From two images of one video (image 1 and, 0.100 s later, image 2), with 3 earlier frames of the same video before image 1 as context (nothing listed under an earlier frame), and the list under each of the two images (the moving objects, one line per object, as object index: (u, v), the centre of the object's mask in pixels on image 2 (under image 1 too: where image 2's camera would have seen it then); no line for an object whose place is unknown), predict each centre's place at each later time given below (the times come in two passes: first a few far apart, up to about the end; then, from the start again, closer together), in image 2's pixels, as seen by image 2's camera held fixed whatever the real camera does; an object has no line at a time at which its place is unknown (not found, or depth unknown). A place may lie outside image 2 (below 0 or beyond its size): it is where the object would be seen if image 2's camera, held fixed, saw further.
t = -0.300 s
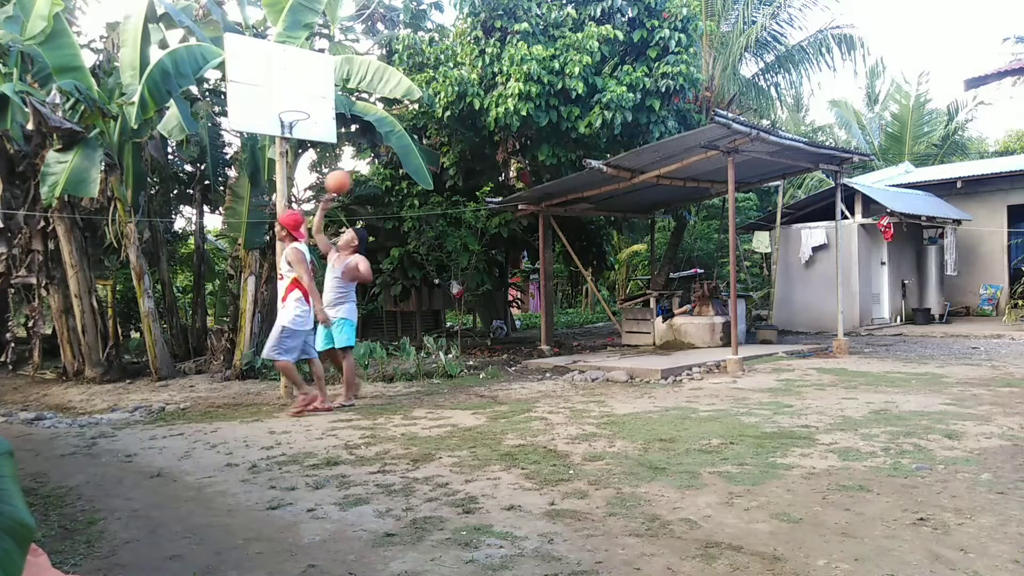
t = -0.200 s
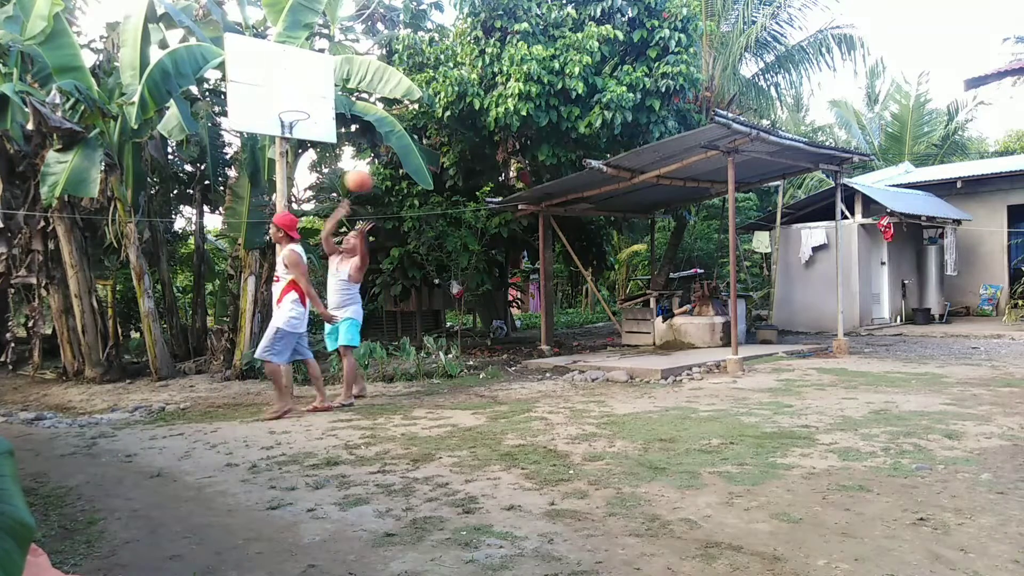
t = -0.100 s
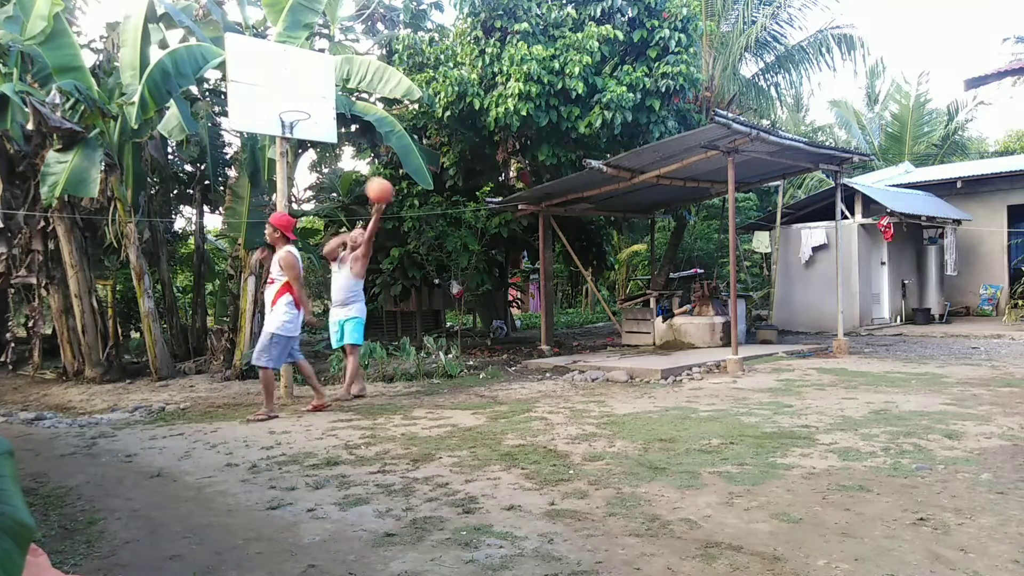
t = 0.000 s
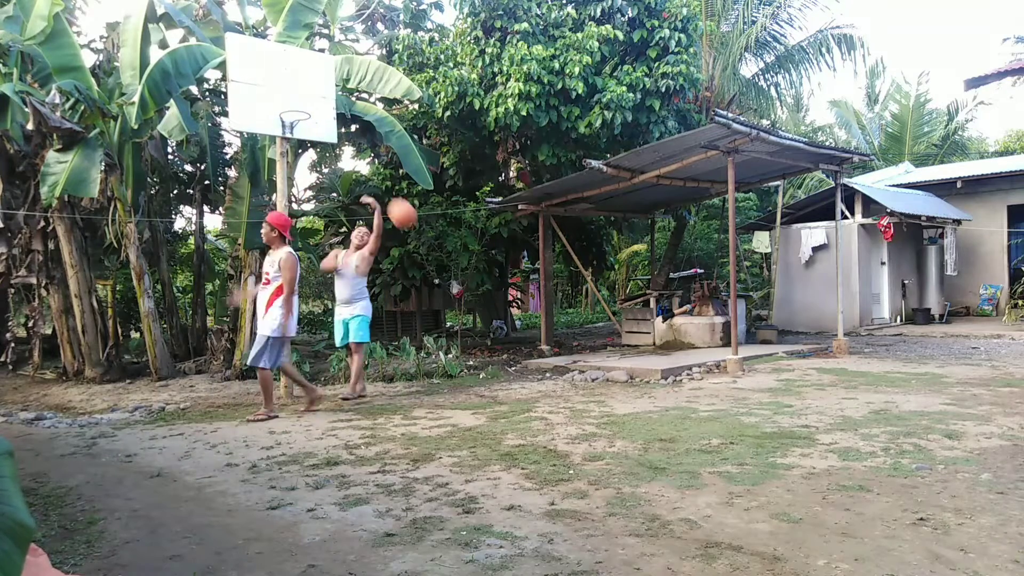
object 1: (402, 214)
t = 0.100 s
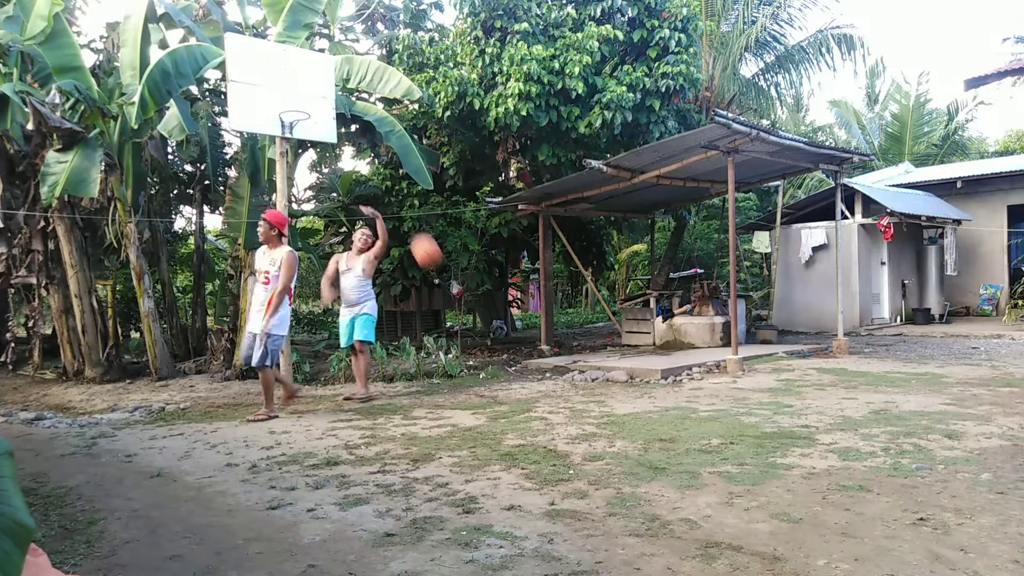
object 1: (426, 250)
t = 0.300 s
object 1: (480, 373)
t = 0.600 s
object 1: (516, 271)
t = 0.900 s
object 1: (549, 217)
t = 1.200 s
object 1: (587, 290)
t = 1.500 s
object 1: (627, 351)
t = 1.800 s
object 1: (675, 263)
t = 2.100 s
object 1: (732, 318)
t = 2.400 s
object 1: (798, 375)
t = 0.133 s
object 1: (435, 267)
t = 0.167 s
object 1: (442, 284)
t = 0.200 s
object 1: (451, 301)
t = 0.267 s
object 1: (471, 348)
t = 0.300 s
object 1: (480, 373)
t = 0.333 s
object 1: (490, 399)
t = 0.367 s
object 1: (495, 390)
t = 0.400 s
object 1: (497, 370)
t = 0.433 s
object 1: (501, 350)
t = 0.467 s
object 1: (503, 333)
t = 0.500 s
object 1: (506, 315)
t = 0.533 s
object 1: (509, 297)
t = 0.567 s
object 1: (513, 283)
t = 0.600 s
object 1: (516, 271)
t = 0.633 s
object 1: (521, 257)
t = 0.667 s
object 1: (523, 248)
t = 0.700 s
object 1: (527, 239)
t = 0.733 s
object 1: (531, 231)
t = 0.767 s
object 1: (534, 225)
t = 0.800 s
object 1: (538, 221)
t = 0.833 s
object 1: (541, 218)
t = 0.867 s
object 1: (545, 217)
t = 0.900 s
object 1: (549, 217)
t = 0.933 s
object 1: (553, 218)
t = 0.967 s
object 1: (557, 221)
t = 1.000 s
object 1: (561, 226)
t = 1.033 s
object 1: (565, 232)
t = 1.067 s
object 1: (569, 240)
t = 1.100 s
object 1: (574, 250)
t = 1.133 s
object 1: (578, 262)
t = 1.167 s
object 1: (582, 275)
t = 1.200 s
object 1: (587, 290)
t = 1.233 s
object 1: (591, 307)
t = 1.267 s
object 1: (596, 328)
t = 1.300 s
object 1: (599, 345)
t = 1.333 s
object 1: (603, 370)
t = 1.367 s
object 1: (609, 395)
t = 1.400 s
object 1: (615, 407)
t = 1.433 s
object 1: (618, 388)
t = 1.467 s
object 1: (623, 369)
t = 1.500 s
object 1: (627, 351)
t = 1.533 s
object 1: (632, 334)
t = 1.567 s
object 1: (637, 320)
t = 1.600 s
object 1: (642, 307)
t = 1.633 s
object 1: (648, 295)
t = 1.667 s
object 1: (653, 285)
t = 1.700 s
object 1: (658, 277)
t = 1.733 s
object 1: (664, 272)
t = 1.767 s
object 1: (669, 267)
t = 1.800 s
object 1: (675, 263)
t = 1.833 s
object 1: (680, 261)
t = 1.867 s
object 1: (686, 262)
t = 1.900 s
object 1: (692, 263)
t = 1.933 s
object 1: (698, 267)
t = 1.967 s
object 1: (704, 272)
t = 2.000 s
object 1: (710, 280)
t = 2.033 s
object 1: (718, 290)
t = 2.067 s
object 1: (725, 303)
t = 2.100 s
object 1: (732, 318)
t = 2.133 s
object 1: (740, 334)
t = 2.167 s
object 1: (748, 354)
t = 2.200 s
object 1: (755, 377)
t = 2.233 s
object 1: (764, 404)
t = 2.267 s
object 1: (772, 433)
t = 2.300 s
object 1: (778, 435)
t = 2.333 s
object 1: (786, 414)
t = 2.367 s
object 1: (792, 394)
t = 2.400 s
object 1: (798, 375)
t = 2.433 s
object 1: (806, 358)
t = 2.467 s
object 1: (812, 345)
